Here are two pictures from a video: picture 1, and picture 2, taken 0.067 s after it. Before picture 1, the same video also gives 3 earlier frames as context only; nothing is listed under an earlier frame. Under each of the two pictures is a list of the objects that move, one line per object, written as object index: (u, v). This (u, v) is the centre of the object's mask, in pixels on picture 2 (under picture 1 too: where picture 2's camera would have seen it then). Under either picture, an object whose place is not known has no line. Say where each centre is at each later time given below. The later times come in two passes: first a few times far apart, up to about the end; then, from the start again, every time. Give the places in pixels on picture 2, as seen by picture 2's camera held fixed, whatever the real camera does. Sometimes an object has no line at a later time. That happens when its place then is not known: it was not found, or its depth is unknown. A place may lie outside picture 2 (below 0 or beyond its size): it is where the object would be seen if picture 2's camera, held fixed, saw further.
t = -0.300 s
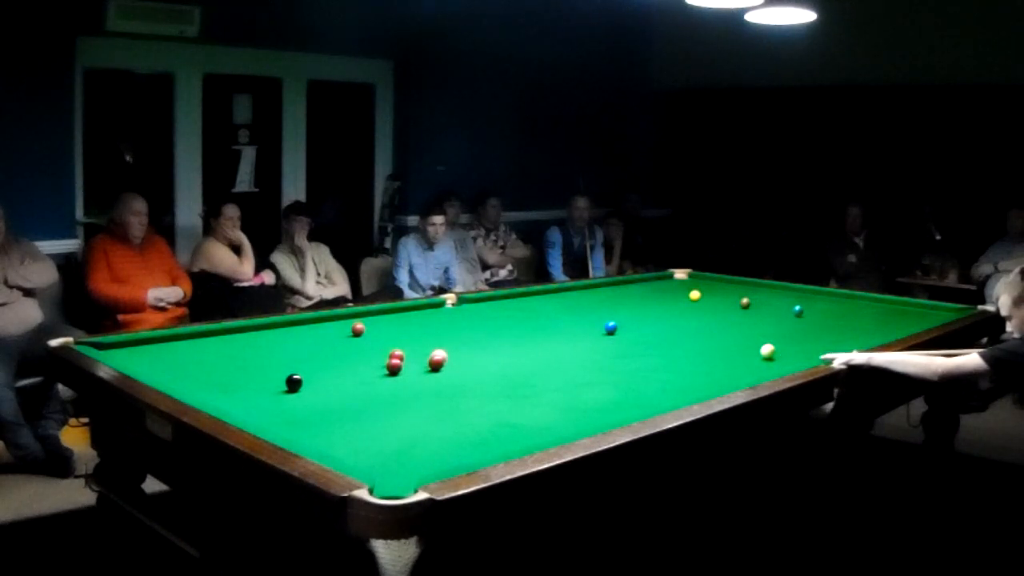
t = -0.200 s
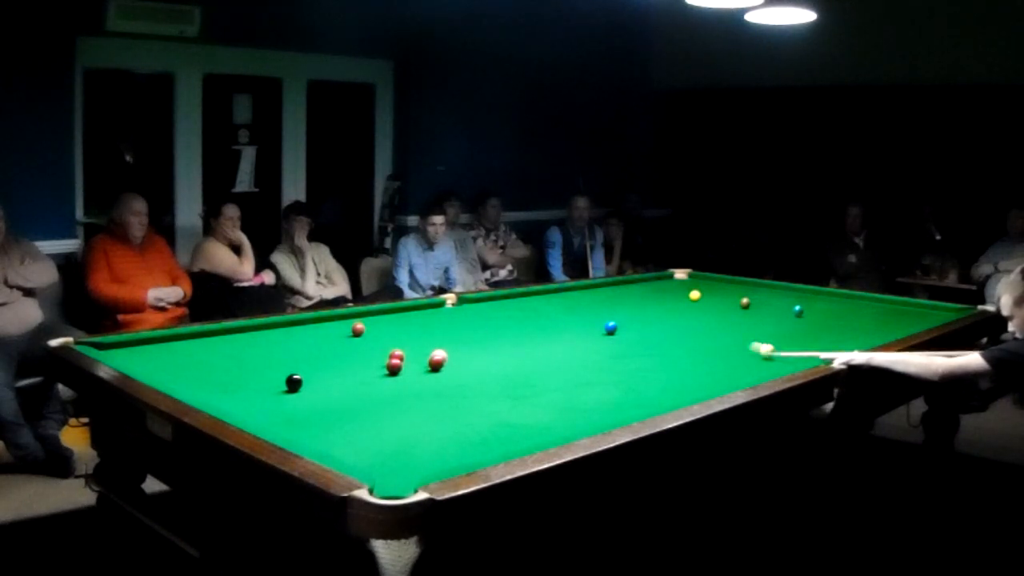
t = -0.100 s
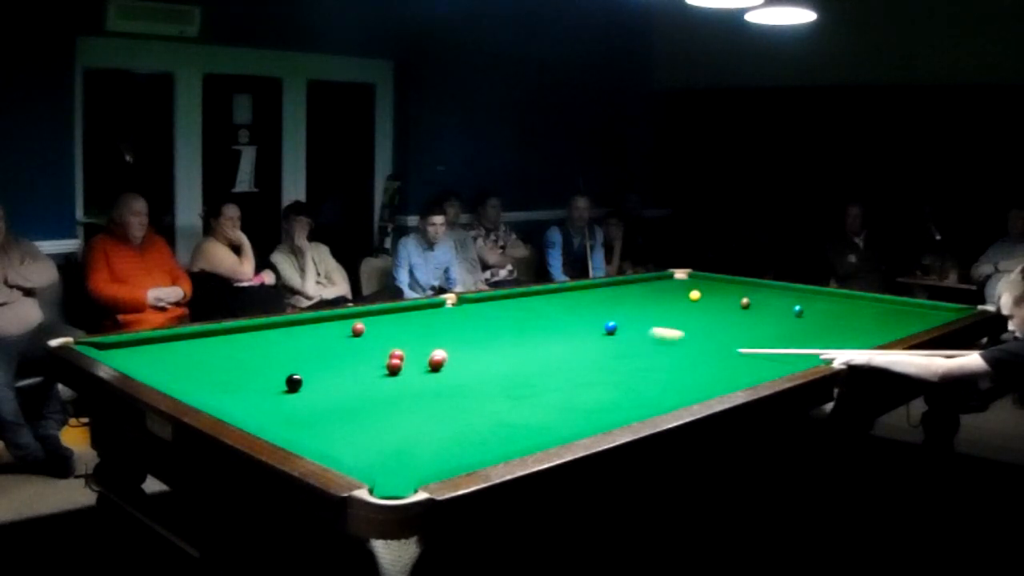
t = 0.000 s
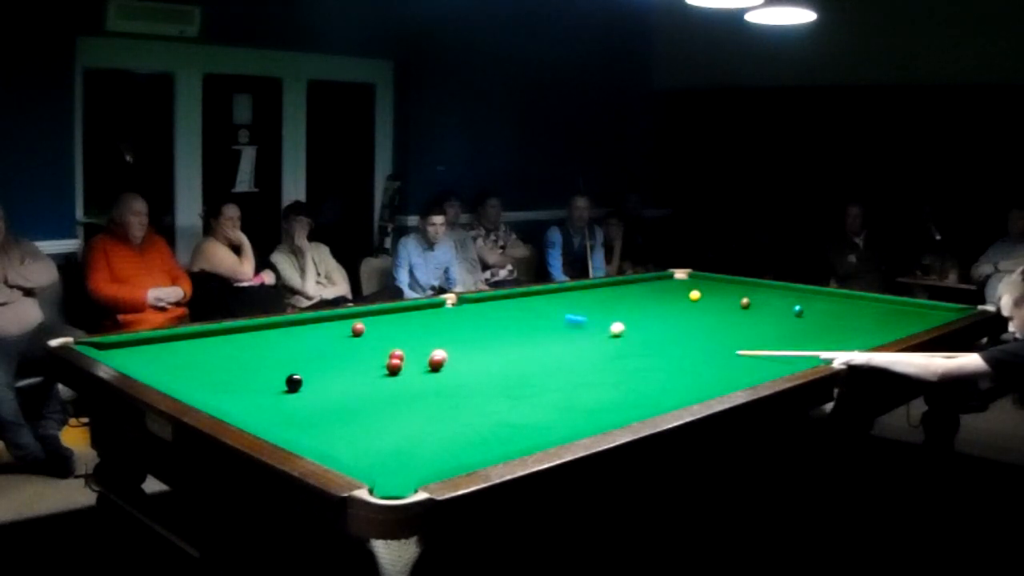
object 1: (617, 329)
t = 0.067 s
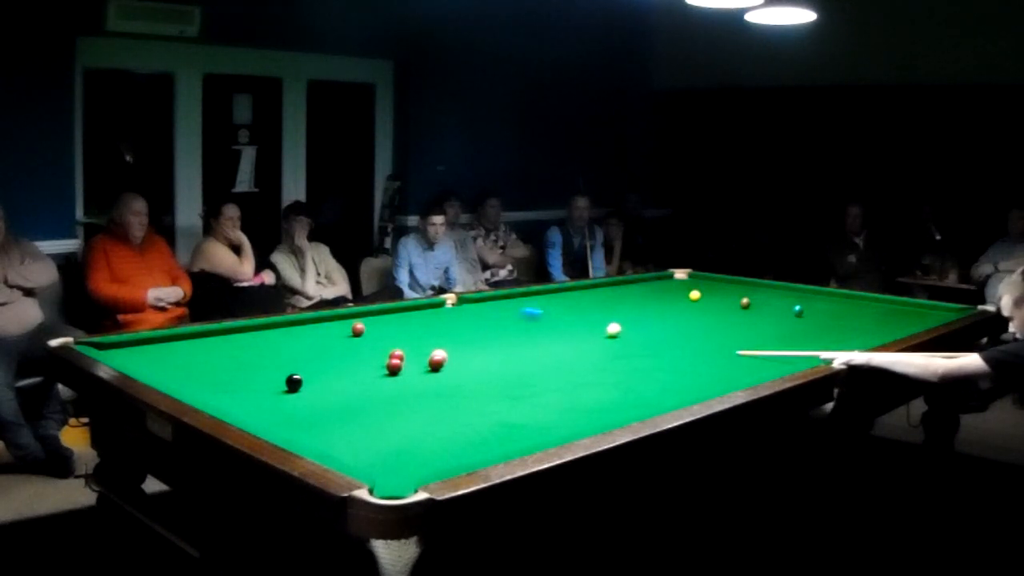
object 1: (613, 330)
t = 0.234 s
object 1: (615, 332)
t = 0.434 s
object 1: (628, 336)
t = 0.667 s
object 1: (643, 342)
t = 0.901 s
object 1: (658, 347)
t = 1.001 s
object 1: (665, 349)
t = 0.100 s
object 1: (613, 330)
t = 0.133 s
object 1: (613, 330)
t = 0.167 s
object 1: (613, 331)
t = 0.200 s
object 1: (614, 332)
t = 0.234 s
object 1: (615, 332)
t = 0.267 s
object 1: (617, 333)
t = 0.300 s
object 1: (619, 334)
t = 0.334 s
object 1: (621, 334)
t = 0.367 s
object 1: (624, 335)
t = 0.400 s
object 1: (626, 336)
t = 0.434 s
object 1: (628, 336)
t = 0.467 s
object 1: (630, 337)
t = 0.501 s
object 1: (632, 338)
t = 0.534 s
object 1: (634, 339)
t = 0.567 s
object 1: (636, 340)
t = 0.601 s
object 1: (639, 340)
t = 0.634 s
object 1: (641, 341)
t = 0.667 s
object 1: (643, 342)
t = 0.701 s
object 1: (645, 342)
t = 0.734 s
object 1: (648, 343)
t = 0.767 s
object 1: (650, 344)
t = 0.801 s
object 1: (652, 345)
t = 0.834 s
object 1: (654, 346)
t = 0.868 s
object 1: (656, 346)
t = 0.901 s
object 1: (658, 347)
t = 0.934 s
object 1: (660, 348)
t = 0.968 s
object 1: (663, 349)
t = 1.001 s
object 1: (665, 349)
